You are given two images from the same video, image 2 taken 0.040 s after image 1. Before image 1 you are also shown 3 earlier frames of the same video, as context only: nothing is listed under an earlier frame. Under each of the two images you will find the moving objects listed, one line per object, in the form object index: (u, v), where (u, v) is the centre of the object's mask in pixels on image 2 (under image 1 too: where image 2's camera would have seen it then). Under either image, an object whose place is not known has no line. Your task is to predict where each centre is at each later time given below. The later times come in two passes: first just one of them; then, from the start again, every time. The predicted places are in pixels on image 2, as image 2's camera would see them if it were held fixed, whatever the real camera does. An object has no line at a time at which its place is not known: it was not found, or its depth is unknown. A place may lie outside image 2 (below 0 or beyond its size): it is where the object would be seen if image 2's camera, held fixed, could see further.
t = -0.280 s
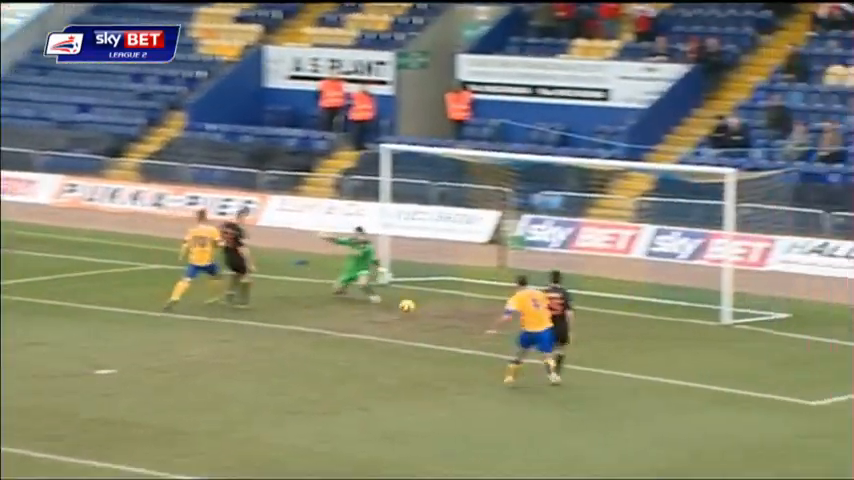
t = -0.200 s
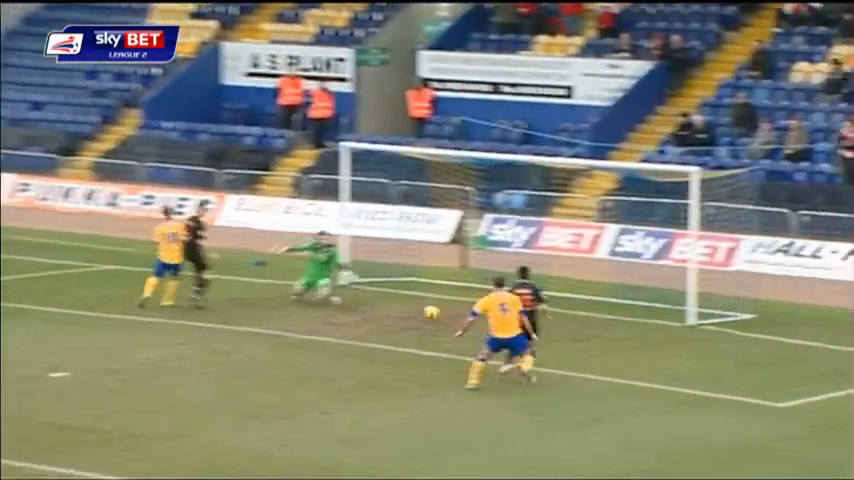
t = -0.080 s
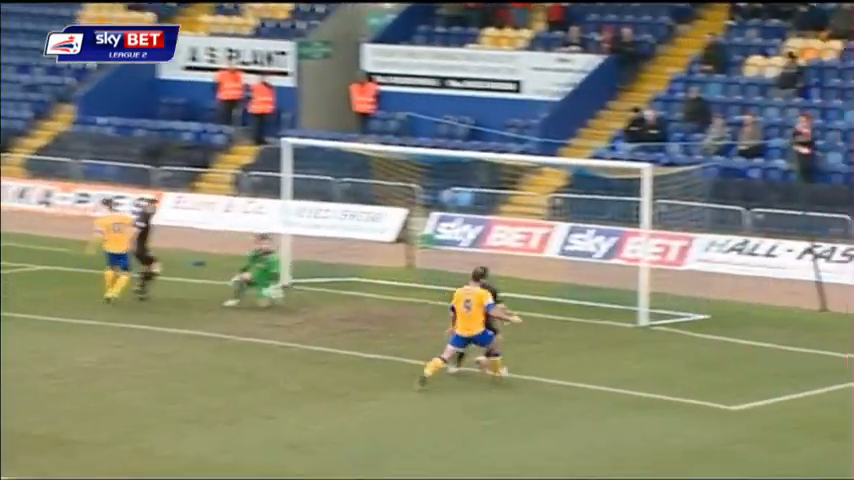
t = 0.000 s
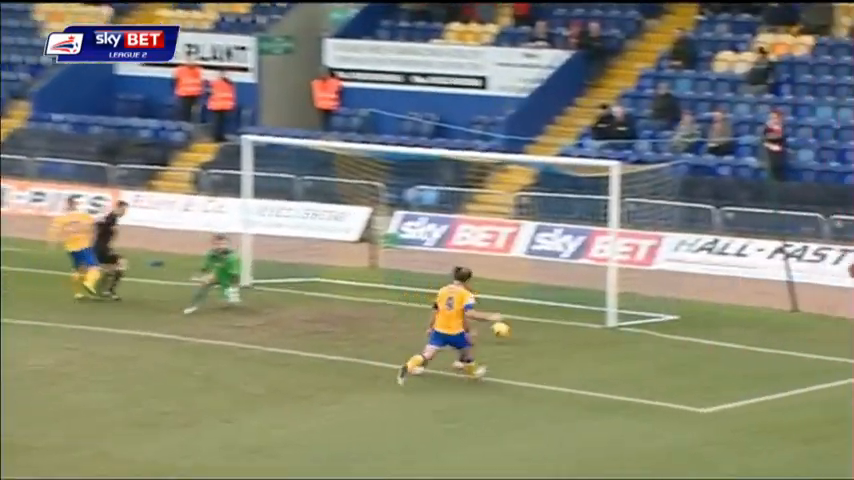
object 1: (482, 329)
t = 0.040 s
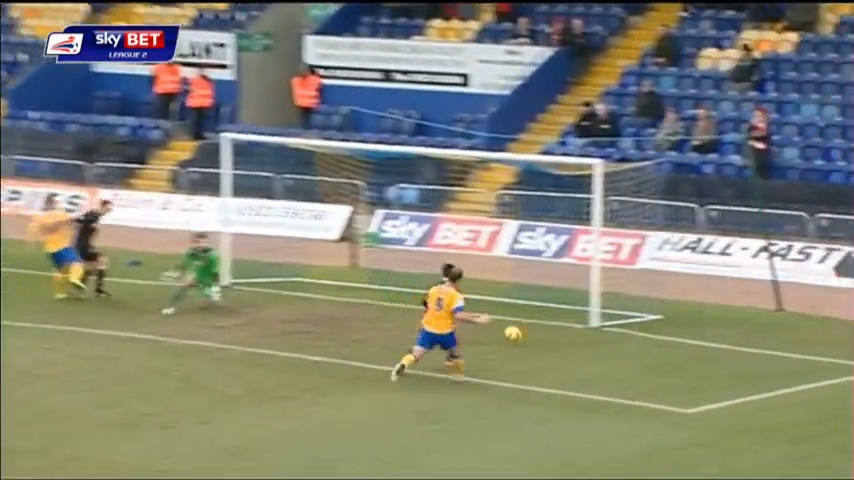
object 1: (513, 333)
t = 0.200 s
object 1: (629, 346)
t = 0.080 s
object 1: (544, 338)
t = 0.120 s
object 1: (574, 345)
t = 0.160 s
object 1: (602, 346)
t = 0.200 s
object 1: (629, 346)
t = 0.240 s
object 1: (656, 350)
